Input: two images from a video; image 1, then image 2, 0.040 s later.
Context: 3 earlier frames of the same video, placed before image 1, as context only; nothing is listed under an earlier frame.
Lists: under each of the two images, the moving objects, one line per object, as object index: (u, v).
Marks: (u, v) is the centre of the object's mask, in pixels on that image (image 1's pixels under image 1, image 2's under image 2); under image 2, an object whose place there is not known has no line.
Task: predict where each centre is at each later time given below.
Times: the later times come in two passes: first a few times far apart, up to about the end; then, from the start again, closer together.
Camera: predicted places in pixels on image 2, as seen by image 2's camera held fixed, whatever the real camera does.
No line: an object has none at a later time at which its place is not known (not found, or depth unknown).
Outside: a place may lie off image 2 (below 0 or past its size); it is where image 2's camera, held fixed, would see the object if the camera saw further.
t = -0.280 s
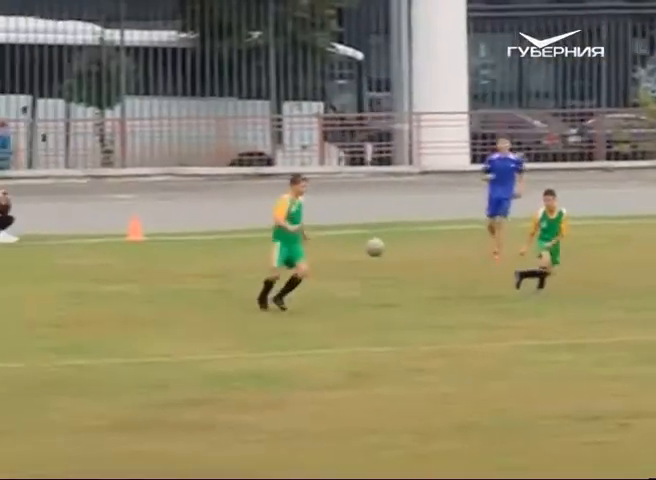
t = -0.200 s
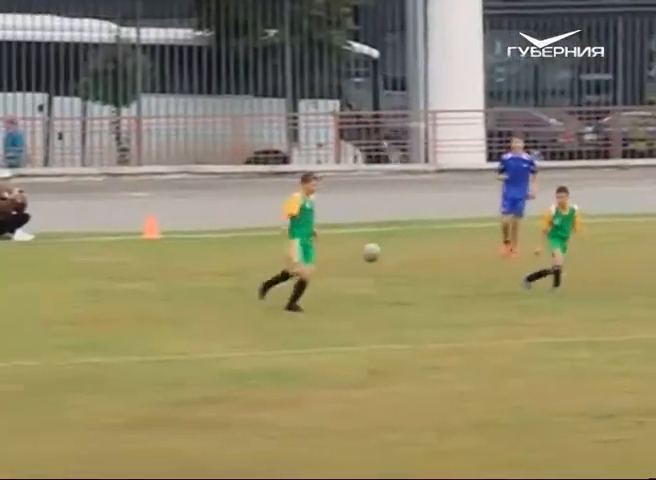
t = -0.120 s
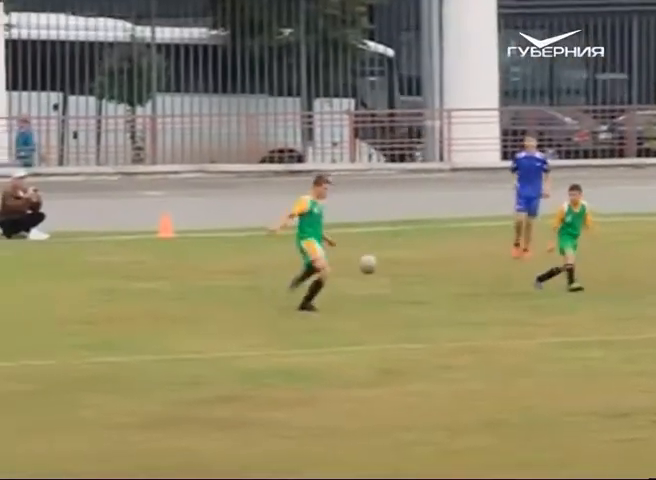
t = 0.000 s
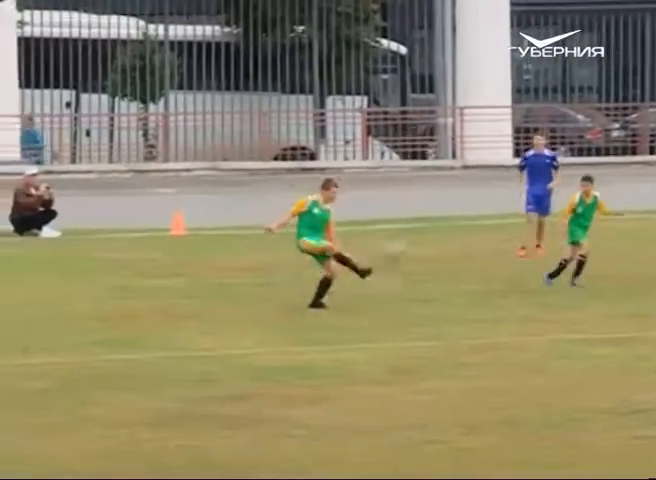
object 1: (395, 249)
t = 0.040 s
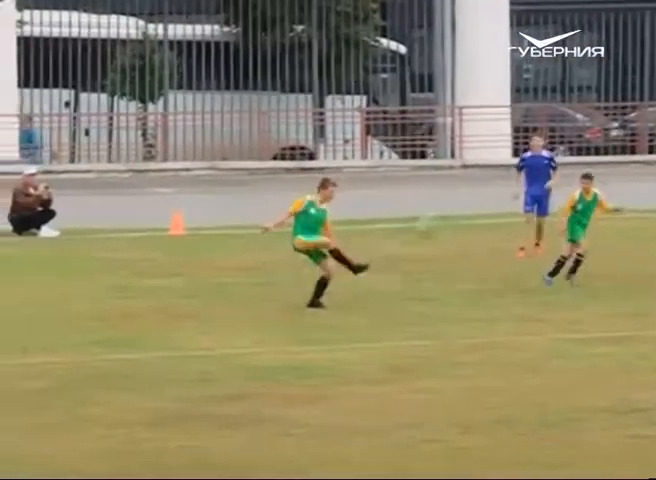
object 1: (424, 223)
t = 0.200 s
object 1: (532, 152)
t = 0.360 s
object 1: (640, 101)
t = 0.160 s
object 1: (505, 170)
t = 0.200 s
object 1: (532, 152)
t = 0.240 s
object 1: (560, 137)
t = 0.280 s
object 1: (588, 122)
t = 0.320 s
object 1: (614, 111)
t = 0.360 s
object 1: (640, 101)
